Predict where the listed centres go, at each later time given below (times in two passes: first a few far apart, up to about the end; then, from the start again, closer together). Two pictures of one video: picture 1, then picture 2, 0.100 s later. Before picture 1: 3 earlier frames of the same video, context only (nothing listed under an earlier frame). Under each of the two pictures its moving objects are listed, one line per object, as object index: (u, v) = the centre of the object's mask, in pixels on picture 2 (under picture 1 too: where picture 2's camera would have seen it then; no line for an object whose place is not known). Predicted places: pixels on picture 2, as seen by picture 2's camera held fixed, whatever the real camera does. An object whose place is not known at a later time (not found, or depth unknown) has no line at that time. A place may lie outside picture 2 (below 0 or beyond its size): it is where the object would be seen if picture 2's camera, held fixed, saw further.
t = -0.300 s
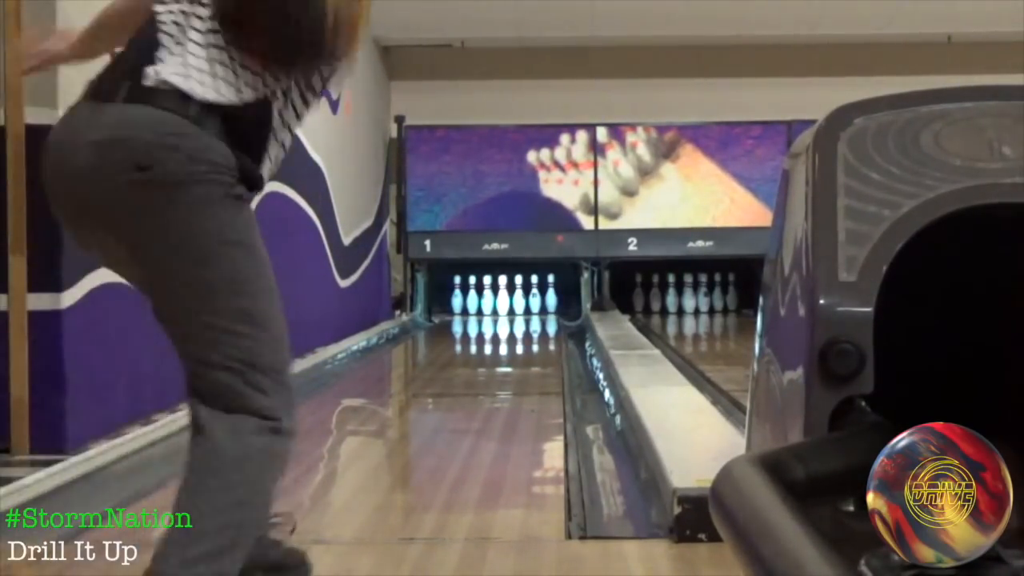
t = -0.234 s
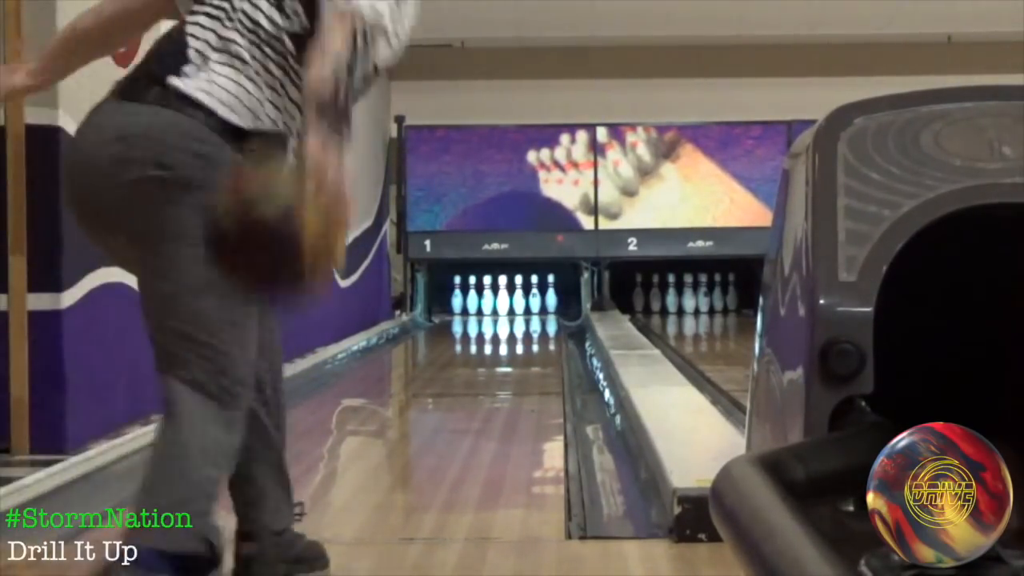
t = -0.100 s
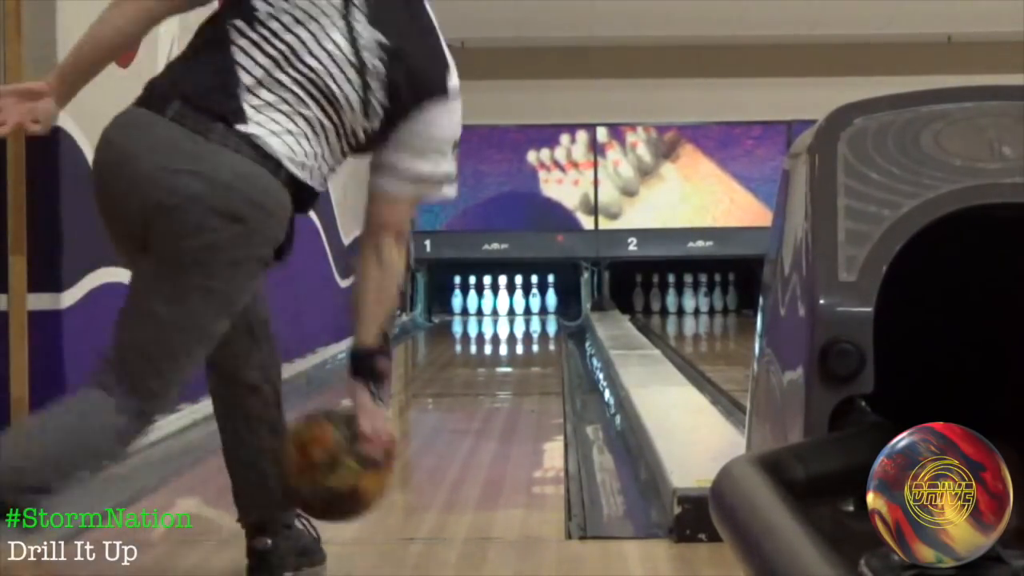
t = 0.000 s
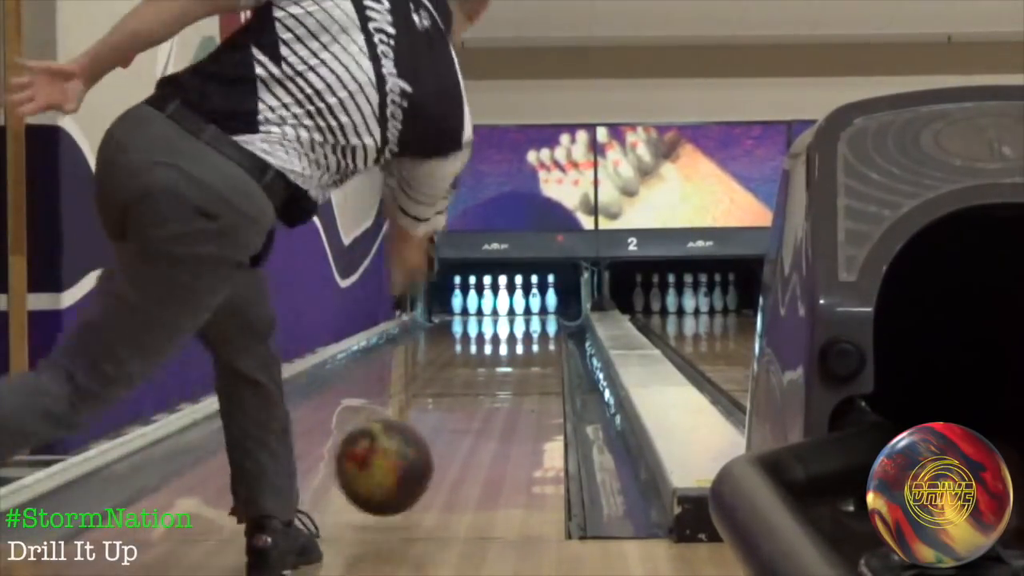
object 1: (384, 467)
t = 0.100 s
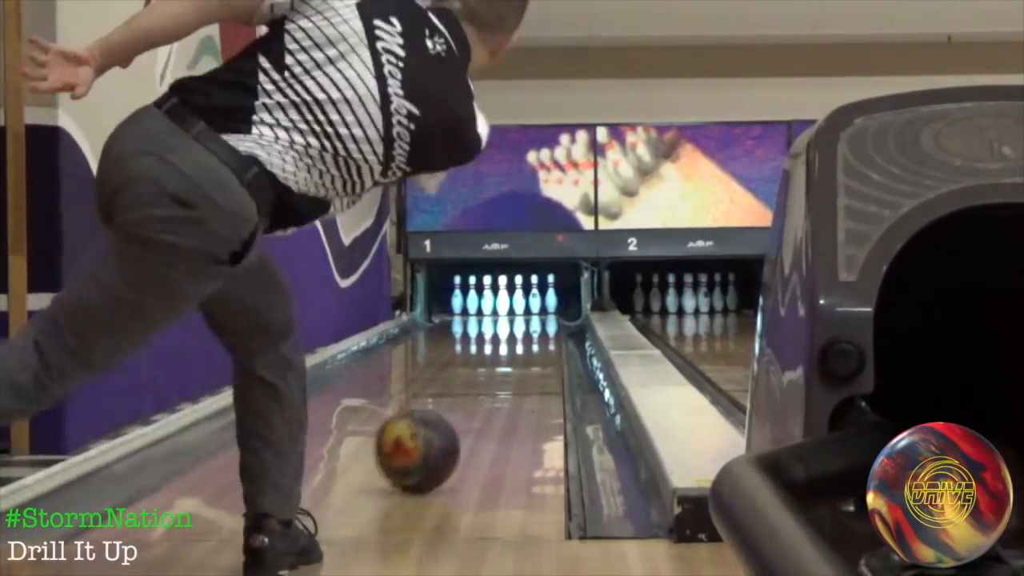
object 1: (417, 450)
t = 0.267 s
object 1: (456, 416)
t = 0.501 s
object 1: (490, 382)
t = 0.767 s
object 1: (511, 359)
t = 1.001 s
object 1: (523, 344)
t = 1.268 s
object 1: (530, 331)
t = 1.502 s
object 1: (532, 324)
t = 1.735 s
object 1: (532, 317)
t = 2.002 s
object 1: (527, 311)
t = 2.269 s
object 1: (518, 308)
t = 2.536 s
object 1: (520, 303)
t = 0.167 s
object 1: (434, 435)
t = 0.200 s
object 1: (442, 427)
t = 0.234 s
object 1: (449, 422)
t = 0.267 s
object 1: (456, 416)
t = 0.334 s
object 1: (467, 402)
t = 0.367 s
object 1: (471, 400)
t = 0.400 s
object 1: (477, 394)
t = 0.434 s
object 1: (481, 391)
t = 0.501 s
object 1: (490, 382)
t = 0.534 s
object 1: (493, 379)
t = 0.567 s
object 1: (496, 376)
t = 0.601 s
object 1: (499, 372)
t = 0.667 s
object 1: (505, 367)
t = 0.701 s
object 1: (507, 365)
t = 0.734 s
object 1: (509, 362)
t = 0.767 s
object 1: (511, 359)
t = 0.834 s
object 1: (516, 354)
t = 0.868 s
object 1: (517, 352)
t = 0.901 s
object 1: (519, 350)
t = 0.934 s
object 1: (520, 348)
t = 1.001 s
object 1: (523, 344)
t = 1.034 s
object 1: (525, 342)
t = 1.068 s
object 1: (525, 340)
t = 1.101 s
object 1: (526, 338)
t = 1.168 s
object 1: (529, 335)
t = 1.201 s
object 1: (528, 334)
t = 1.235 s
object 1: (528, 333)
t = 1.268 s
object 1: (530, 331)
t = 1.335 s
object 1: (531, 330)
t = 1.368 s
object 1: (532, 328)
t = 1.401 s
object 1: (531, 327)
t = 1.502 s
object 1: (532, 324)
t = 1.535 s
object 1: (532, 322)
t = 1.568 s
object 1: (532, 322)
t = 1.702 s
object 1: (532, 318)
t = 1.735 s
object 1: (532, 317)
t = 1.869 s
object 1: (530, 314)
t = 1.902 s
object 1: (530, 313)
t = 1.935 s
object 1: (529, 312)
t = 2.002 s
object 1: (527, 311)
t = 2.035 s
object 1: (526, 310)
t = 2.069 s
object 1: (525, 309)
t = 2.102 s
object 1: (524, 309)
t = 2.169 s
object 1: (522, 308)
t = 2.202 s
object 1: (521, 307)
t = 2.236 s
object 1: (520, 308)
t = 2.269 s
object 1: (518, 308)
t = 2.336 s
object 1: (517, 305)
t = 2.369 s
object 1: (518, 305)
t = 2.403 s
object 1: (519, 304)
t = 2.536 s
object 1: (520, 303)
